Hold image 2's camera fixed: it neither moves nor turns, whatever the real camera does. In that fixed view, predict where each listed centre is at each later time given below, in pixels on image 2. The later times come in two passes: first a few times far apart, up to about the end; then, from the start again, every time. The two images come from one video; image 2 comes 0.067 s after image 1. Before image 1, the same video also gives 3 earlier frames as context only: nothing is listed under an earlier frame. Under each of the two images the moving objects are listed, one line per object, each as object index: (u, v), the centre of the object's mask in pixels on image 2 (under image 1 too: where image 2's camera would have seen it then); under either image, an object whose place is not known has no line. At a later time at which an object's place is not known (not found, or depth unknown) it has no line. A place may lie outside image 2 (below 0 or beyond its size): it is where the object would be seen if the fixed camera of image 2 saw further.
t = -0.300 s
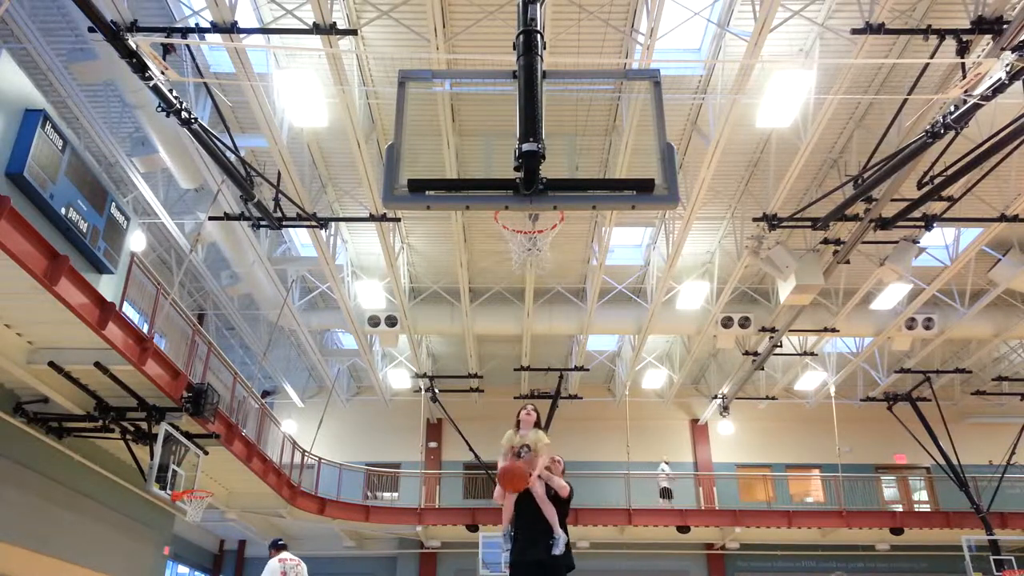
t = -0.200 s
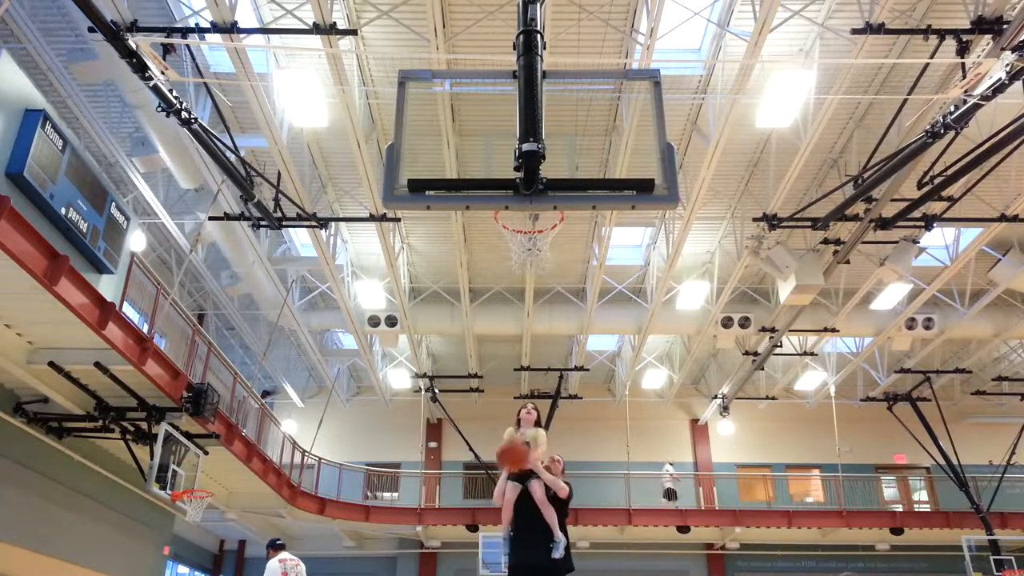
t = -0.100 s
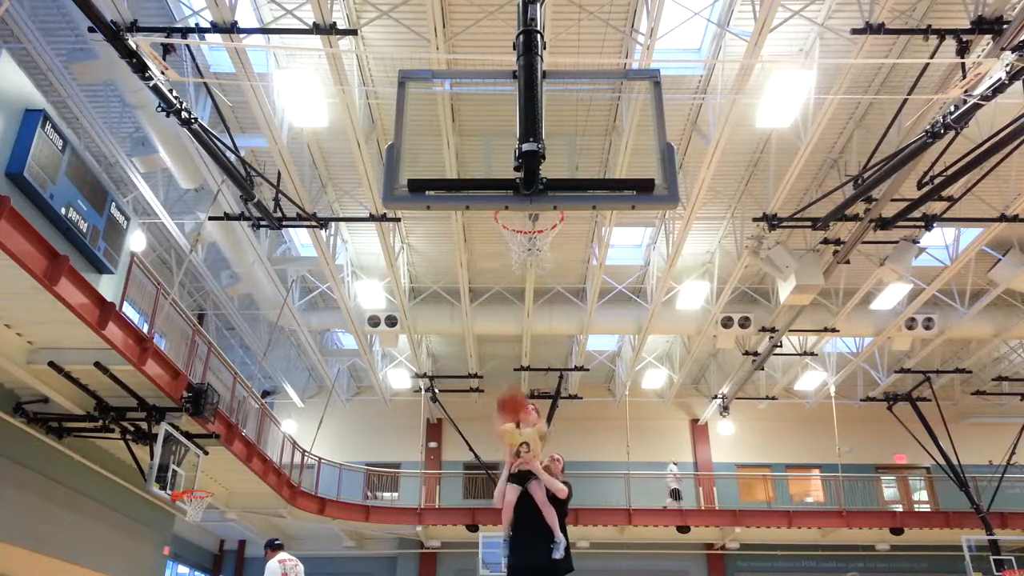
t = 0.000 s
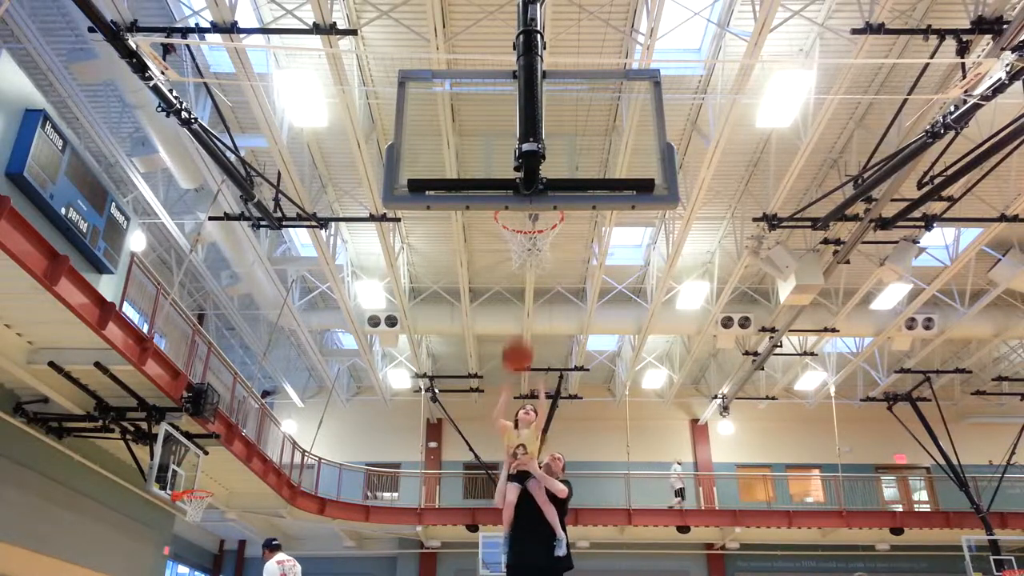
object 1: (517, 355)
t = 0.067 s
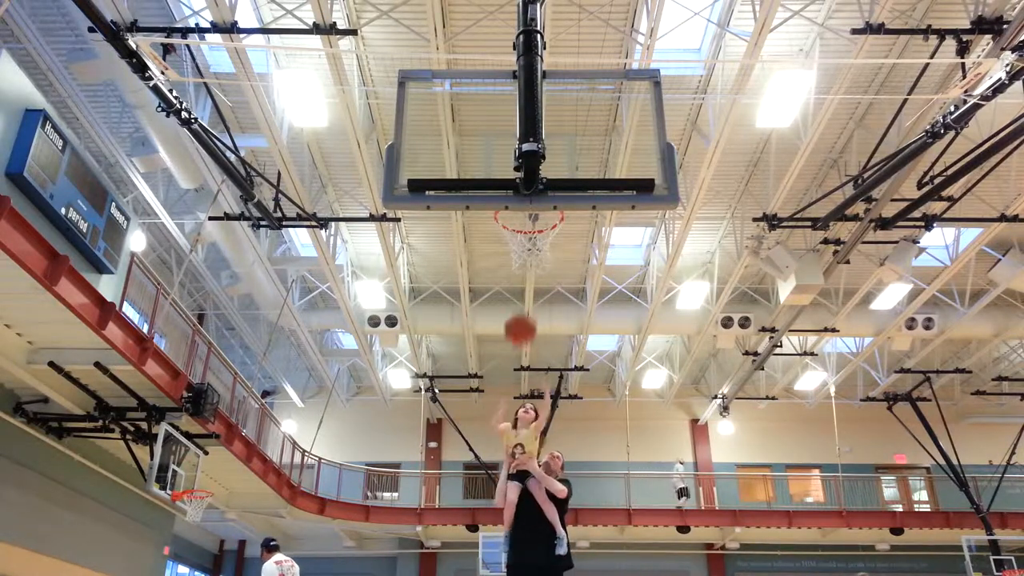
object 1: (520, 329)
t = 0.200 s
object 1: (527, 291)
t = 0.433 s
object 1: (540, 273)
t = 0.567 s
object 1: (549, 298)
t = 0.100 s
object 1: (522, 318)
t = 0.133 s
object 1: (524, 308)
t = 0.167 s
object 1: (525, 299)
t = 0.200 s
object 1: (527, 291)
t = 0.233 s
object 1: (529, 285)
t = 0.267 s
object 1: (530, 279)
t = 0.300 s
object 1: (532, 276)
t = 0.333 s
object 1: (534, 273)
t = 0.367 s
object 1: (536, 272)
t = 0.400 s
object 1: (538, 272)
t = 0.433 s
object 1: (540, 273)
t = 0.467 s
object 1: (542, 276)
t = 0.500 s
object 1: (545, 282)
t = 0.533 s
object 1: (547, 289)
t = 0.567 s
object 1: (549, 298)
